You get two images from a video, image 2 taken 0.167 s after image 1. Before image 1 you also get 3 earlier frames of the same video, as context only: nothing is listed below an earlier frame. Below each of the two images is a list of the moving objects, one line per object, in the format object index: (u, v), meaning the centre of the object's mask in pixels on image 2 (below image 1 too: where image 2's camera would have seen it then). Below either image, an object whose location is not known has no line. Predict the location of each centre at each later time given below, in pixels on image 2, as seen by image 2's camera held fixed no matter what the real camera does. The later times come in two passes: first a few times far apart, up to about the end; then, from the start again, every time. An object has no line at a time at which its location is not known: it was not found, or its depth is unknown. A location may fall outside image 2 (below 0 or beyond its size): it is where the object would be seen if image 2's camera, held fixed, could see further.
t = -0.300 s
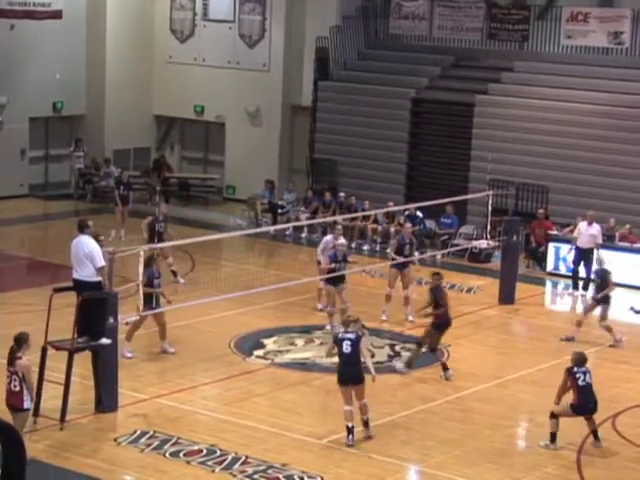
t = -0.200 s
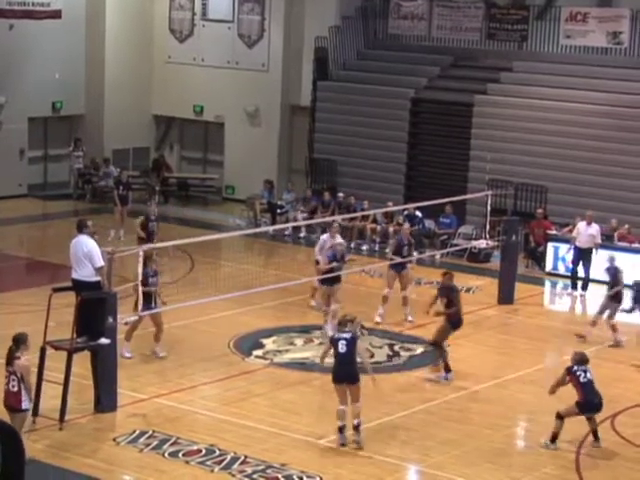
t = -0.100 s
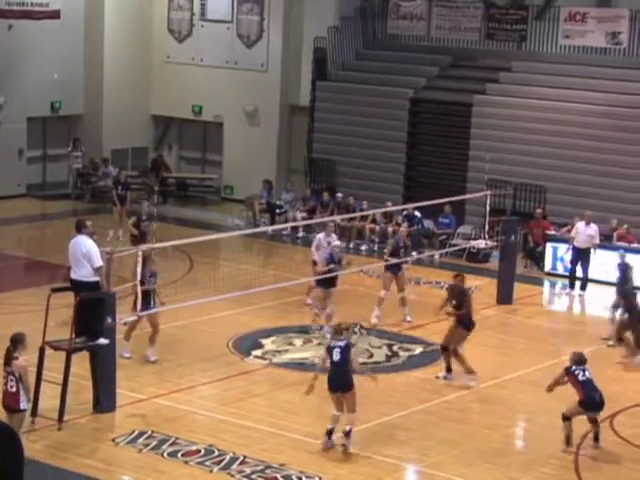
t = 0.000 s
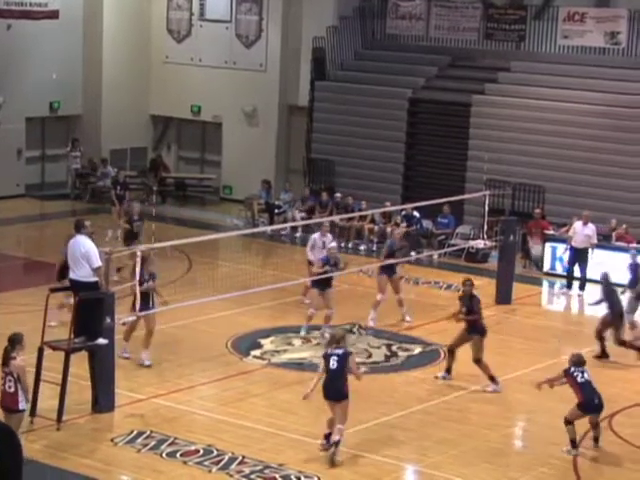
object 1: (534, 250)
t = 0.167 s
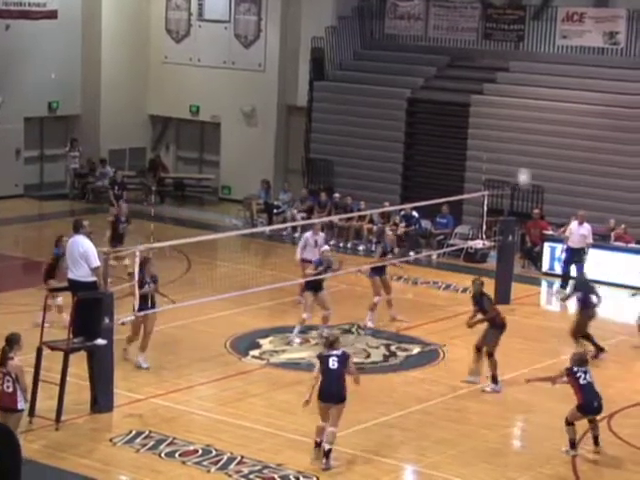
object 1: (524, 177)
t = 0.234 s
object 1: (520, 155)
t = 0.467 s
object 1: (503, 103)
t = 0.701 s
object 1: (487, 90)
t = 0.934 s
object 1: (470, 111)
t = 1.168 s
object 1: (452, 162)
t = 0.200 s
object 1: (522, 166)
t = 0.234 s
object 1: (520, 155)
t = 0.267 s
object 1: (517, 145)
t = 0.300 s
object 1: (515, 136)
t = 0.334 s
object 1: (513, 127)
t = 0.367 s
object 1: (511, 120)
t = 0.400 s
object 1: (508, 114)
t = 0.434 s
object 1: (506, 109)
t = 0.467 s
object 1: (503, 103)
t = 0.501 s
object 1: (500, 99)
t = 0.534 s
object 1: (498, 95)
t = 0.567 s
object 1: (497, 93)
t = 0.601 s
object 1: (494, 91)
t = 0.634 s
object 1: (491, 90)
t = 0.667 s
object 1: (489, 90)
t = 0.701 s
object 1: (487, 90)
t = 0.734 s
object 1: (485, 90)
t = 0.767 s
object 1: (482, 92)
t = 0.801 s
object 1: (480, 94)
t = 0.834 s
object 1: (477, 97)
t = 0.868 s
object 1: (475, 100)
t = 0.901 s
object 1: (472, 105)
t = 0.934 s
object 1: (470, 111)
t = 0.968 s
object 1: (467, 117)
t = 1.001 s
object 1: (464, 123)
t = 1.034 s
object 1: (462, 130)
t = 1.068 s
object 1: (460, 137)
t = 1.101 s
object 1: (457, 145)
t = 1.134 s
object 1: (454, 153)
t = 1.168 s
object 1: (452, 162)
